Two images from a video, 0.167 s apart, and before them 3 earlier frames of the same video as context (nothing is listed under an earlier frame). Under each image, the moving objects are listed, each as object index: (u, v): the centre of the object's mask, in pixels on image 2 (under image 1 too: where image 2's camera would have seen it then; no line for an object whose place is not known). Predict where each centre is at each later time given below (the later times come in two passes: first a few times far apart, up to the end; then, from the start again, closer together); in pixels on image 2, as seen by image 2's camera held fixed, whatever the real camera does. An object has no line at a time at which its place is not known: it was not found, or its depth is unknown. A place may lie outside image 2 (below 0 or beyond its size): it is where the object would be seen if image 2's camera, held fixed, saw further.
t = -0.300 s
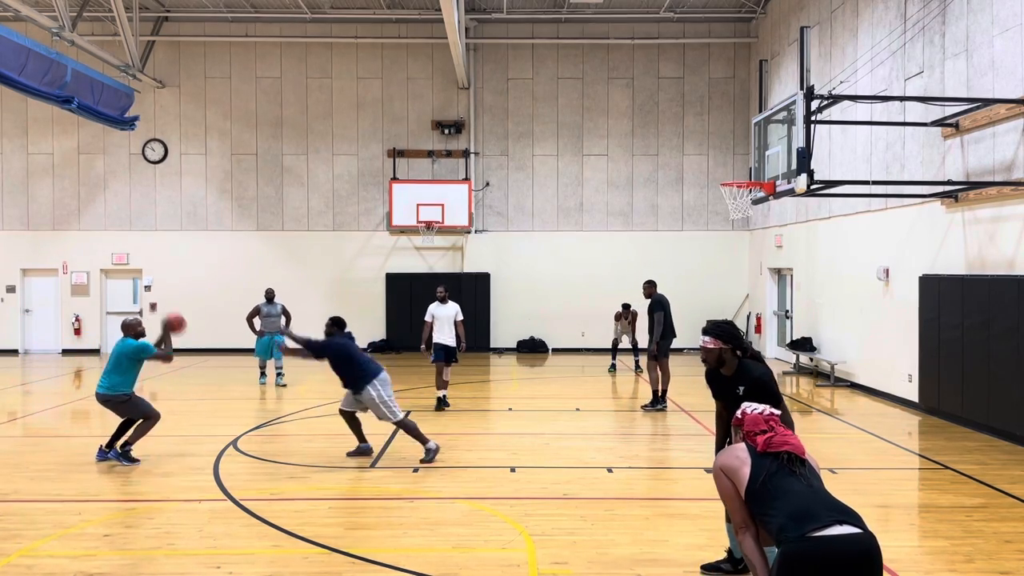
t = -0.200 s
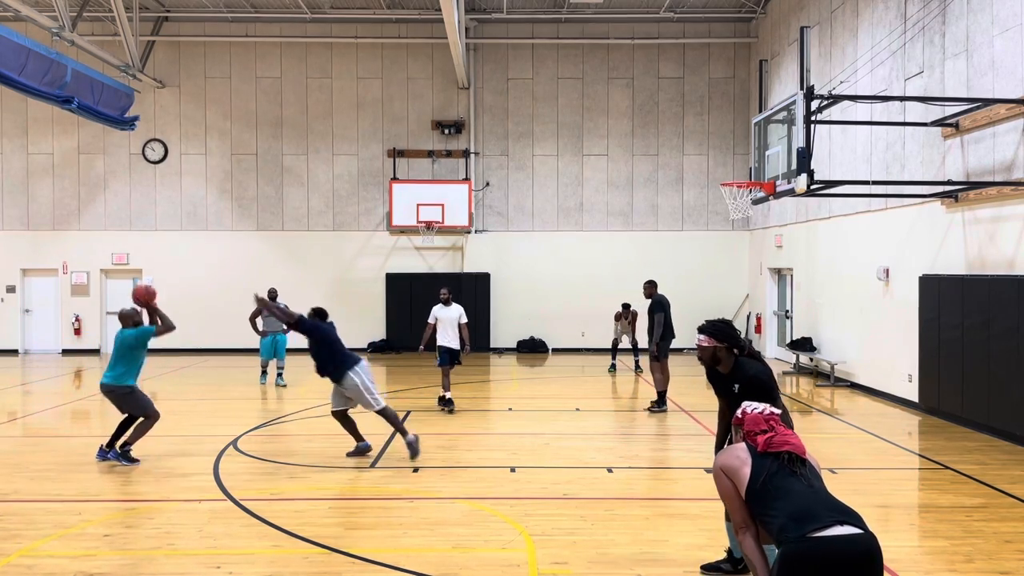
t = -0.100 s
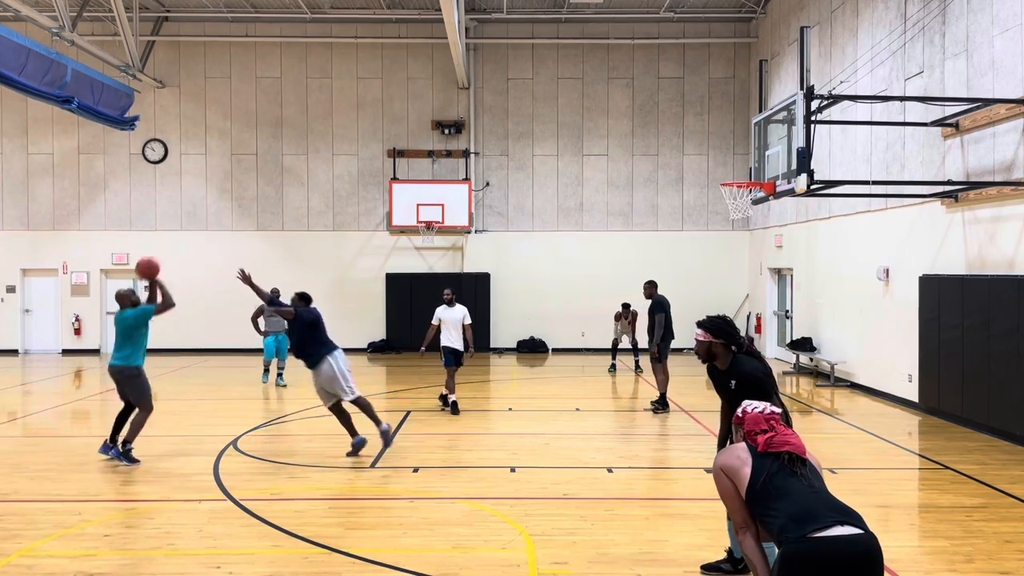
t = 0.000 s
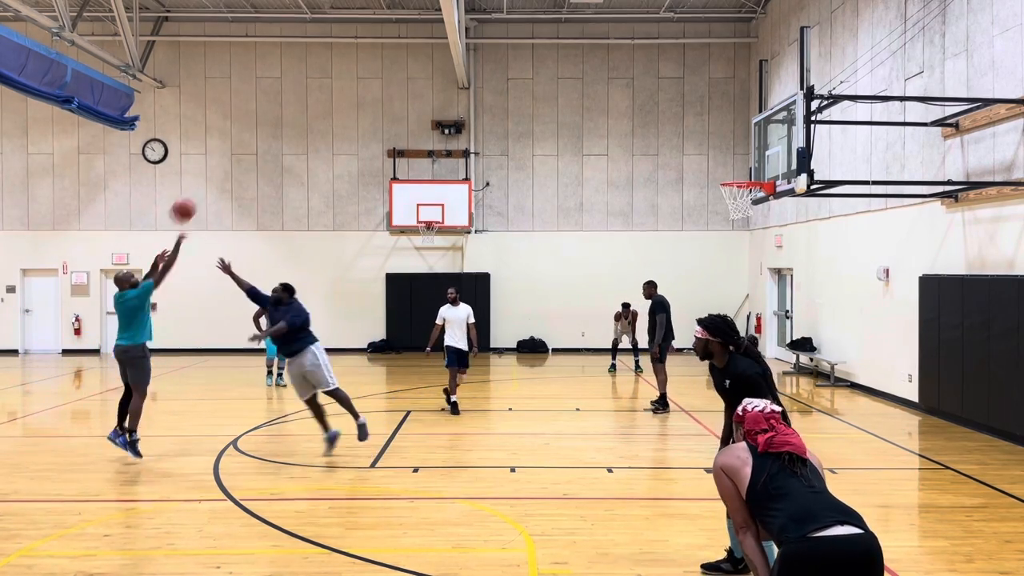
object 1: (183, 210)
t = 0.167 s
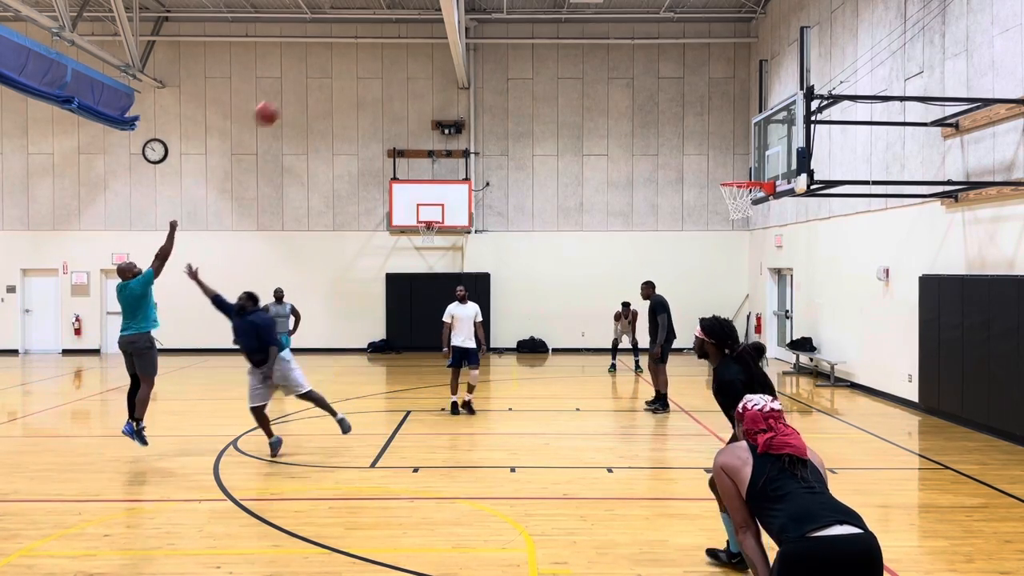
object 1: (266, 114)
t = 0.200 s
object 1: (283, 97)
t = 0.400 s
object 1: (376, 27)
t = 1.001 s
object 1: (627, 31)
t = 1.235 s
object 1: (713, 111)
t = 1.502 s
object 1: (762, 121)
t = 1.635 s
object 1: (758, 83)
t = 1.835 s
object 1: (753, 53)
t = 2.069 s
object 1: (746, 59)
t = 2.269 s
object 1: (740, 99)
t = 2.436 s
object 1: (734, 157)
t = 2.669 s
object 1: (734, 247)
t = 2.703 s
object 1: (735, 260)
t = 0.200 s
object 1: (283, 97)
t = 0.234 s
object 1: (299, 83)
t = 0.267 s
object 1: (314, 70)
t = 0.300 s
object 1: (331, 57)
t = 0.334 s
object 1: (346, 47)
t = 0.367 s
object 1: (361, 36)
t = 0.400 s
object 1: (376, 27)
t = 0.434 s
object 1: (392, 18)
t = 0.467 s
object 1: (406, 11)
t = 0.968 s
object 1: (615, 24)
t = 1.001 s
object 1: (627, 31)
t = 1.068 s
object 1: (653, 50)
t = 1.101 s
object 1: (665, 60)
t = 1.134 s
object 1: (677, 72)
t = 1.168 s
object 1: (689, 84)
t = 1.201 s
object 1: (701, 97)
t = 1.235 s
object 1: (713, 111)
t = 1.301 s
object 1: (737, 141)
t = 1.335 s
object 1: (747, 157)
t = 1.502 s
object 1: (762, 121)
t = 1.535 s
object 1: (761, 109)
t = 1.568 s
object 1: (760, 99)
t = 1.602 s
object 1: (760, 91)
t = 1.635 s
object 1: (758, 83)
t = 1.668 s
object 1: (758, 75)
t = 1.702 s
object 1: (757, 69)
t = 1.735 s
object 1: (756, 64)
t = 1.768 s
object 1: (755, 60)
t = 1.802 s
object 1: (754, 55)
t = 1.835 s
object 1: (753, 53)
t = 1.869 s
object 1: (752, 51)
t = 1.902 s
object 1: (751, 50)
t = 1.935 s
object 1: (750, 50)
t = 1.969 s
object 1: (750, 51)
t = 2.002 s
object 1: (748, 53)
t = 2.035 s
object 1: (747, 56)
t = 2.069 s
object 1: (746, 59)
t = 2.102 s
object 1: (745, 63)
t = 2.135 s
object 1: (744, 69)
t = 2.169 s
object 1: (743, 76)
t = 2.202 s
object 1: (742, 82)
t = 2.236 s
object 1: (742, 90)
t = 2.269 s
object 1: (740, 99)
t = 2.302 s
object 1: (739, 109)
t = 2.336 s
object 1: (738, 120)
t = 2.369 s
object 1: (737, 131)
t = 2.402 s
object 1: (736, 144)
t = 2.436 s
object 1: (734, 157)
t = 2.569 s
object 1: (731, 213)
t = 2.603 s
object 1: (733, 222)
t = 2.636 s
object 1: (734, 235)
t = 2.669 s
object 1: (734, 247)
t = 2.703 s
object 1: (735, 260)
